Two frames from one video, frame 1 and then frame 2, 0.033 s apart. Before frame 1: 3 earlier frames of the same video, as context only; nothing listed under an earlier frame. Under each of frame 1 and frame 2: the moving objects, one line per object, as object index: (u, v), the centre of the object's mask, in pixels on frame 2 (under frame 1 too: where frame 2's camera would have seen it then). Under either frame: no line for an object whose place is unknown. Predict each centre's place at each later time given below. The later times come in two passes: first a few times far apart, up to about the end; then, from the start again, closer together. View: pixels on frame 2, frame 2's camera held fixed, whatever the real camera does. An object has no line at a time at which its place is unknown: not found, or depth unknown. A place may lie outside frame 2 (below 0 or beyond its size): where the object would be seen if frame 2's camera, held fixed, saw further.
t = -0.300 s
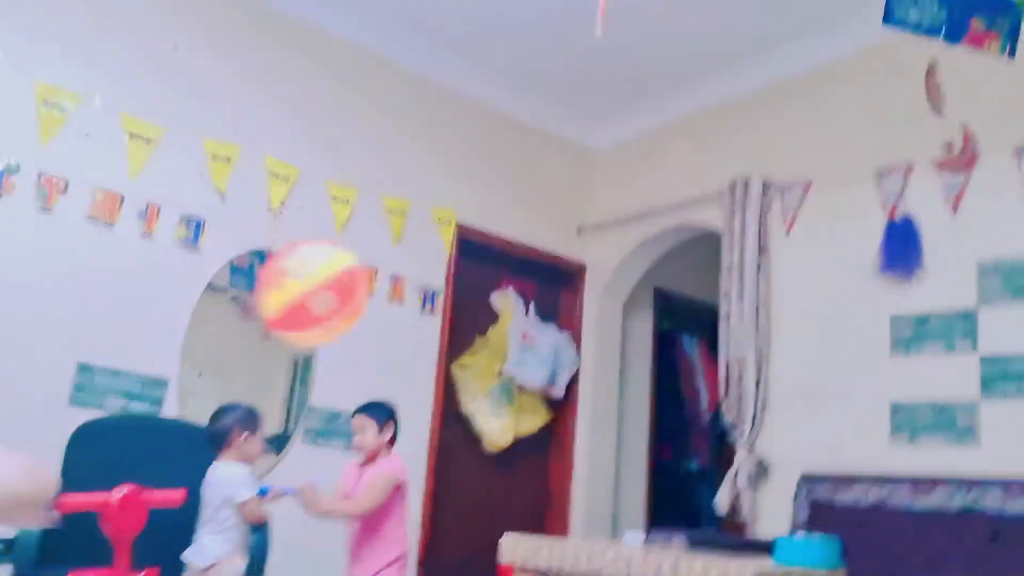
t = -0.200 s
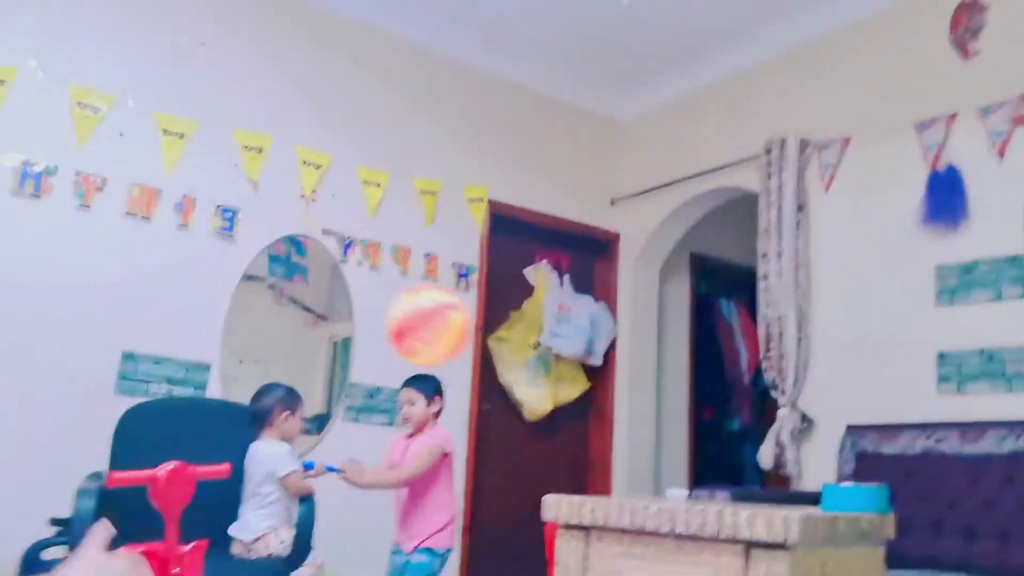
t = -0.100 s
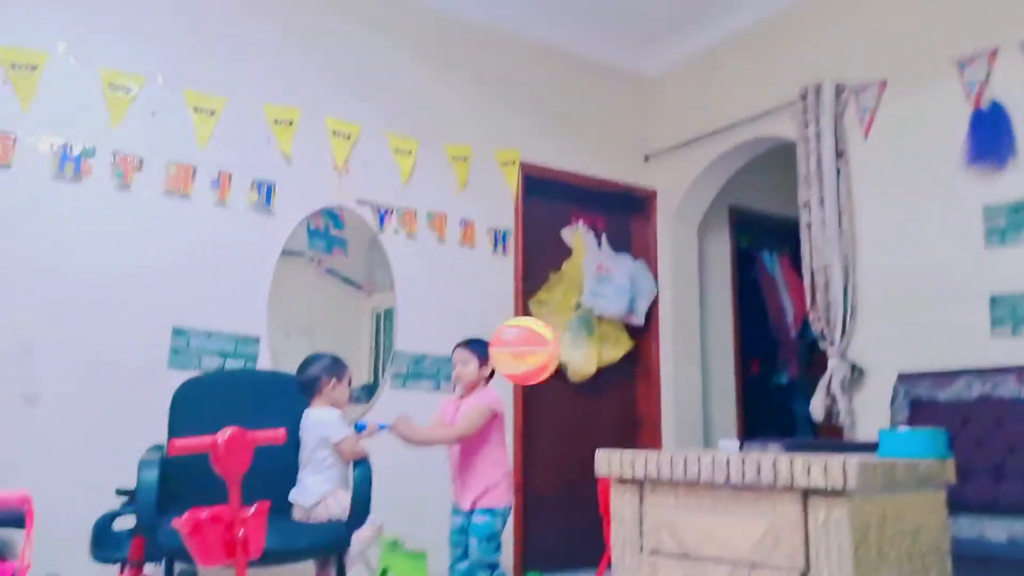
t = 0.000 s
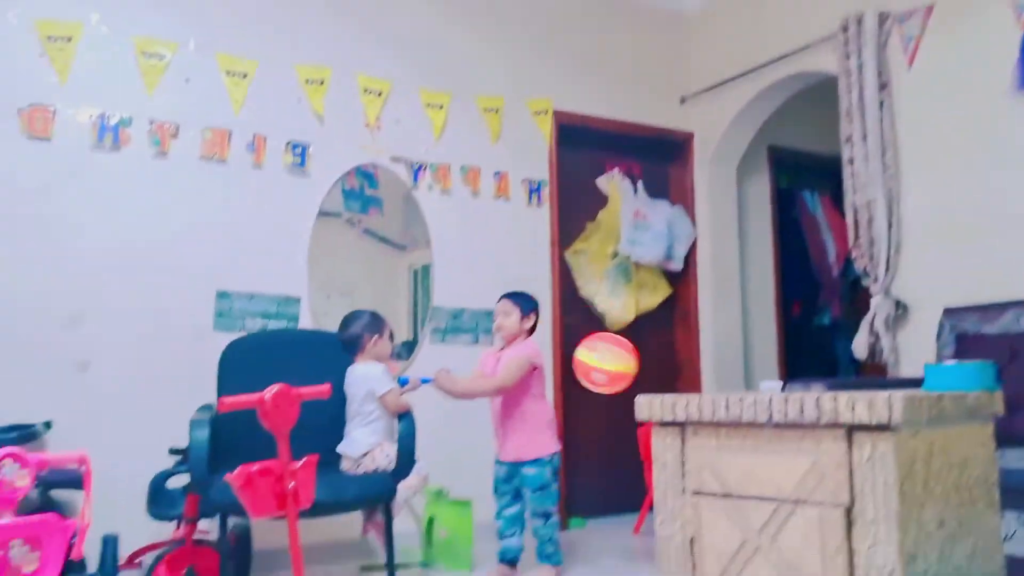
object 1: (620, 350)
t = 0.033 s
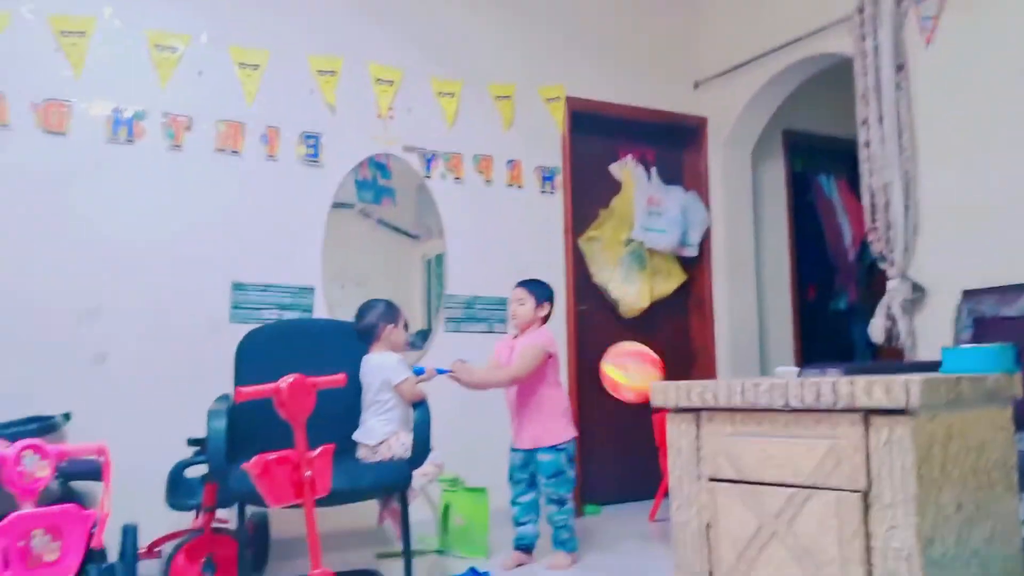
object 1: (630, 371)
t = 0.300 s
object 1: (650, 499)
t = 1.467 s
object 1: (412, 506)
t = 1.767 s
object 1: (421, 503)
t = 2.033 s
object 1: (424, 572)
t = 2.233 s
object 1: (437, 558)
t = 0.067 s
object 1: (637, 394)
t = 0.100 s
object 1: (644, 419)
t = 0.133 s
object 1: (651, 441)
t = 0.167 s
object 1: (657, 468)
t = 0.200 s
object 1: (662, 494)
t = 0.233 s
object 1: (662, 512)
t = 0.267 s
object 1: (656, 505)
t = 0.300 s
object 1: (650, 499)
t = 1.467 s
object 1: (412, 506)
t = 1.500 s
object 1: (415, 528)
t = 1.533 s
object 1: (418, 553)
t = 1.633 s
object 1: (421, 555)
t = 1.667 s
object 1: (422, 537)
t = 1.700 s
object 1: (422, 522)
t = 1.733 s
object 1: (422, 511)
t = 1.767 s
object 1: (421, 503)
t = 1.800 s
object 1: (422, 498)
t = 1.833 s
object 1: (422, 498)
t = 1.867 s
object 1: (422, 500)
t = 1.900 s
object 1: (423, 507)
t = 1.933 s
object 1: (423, 517)
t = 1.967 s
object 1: (423, 532)
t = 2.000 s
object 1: (423, 550)
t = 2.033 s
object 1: (424, 572)
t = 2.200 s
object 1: (434, 572)
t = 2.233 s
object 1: (437, 558)
